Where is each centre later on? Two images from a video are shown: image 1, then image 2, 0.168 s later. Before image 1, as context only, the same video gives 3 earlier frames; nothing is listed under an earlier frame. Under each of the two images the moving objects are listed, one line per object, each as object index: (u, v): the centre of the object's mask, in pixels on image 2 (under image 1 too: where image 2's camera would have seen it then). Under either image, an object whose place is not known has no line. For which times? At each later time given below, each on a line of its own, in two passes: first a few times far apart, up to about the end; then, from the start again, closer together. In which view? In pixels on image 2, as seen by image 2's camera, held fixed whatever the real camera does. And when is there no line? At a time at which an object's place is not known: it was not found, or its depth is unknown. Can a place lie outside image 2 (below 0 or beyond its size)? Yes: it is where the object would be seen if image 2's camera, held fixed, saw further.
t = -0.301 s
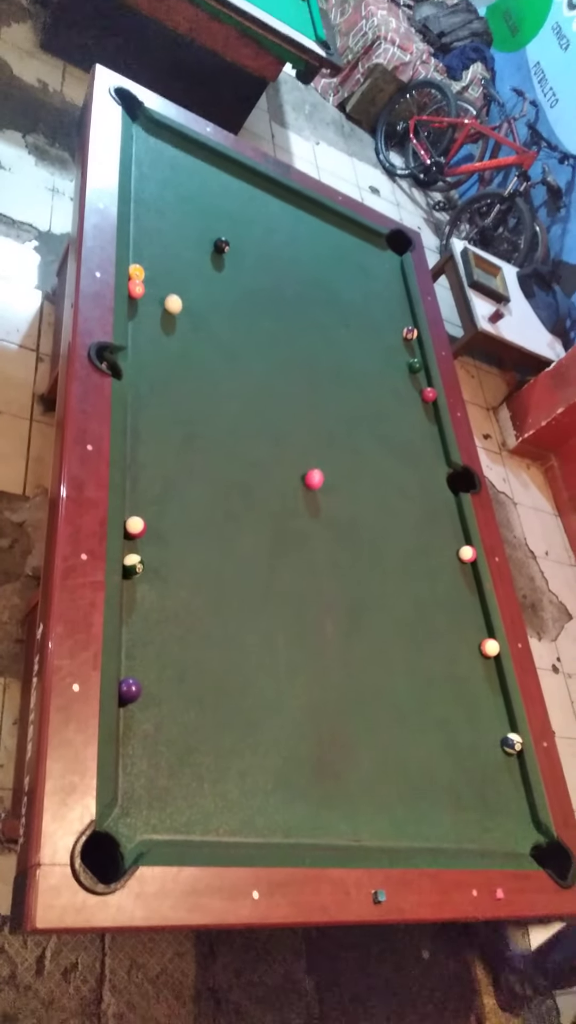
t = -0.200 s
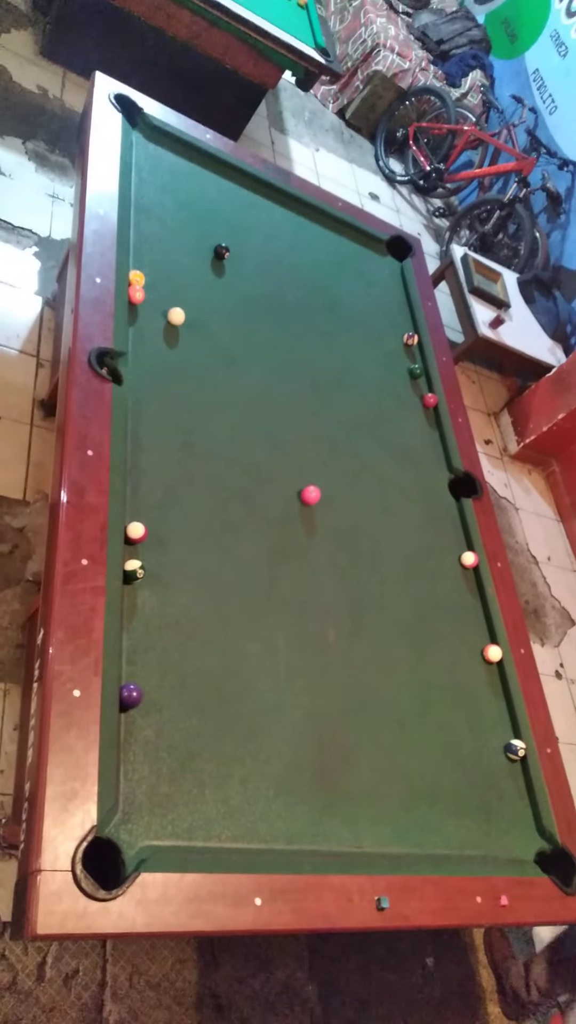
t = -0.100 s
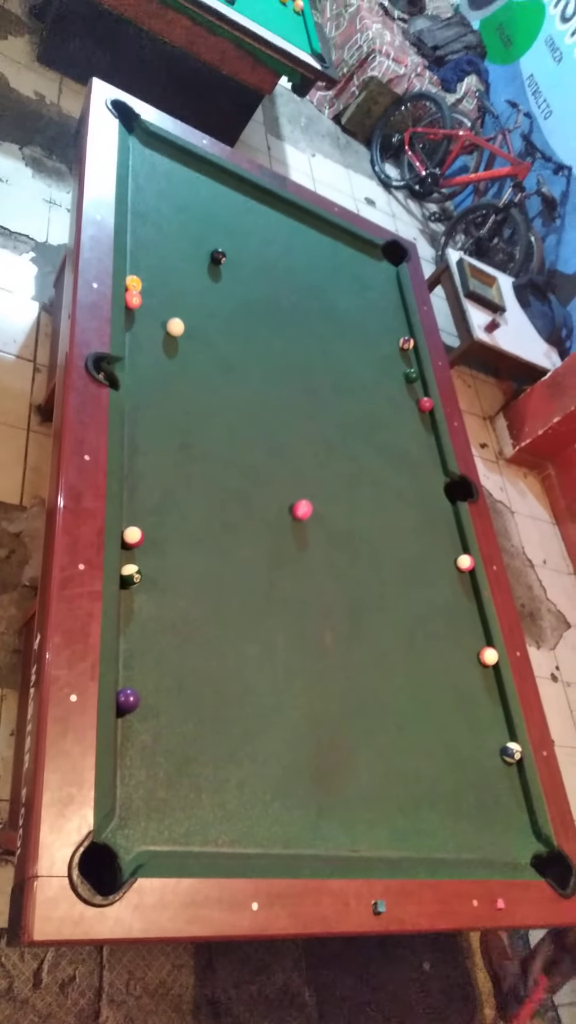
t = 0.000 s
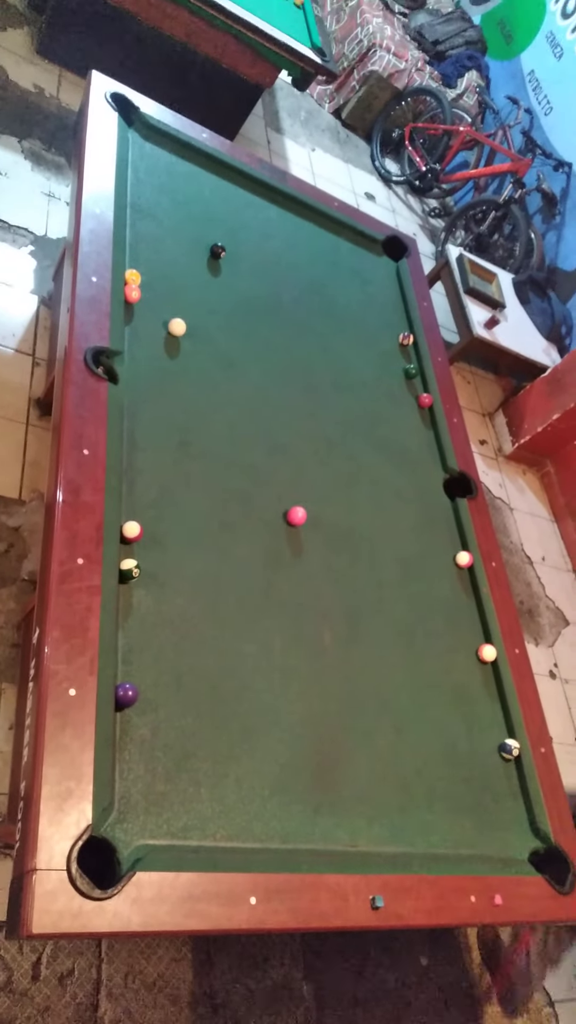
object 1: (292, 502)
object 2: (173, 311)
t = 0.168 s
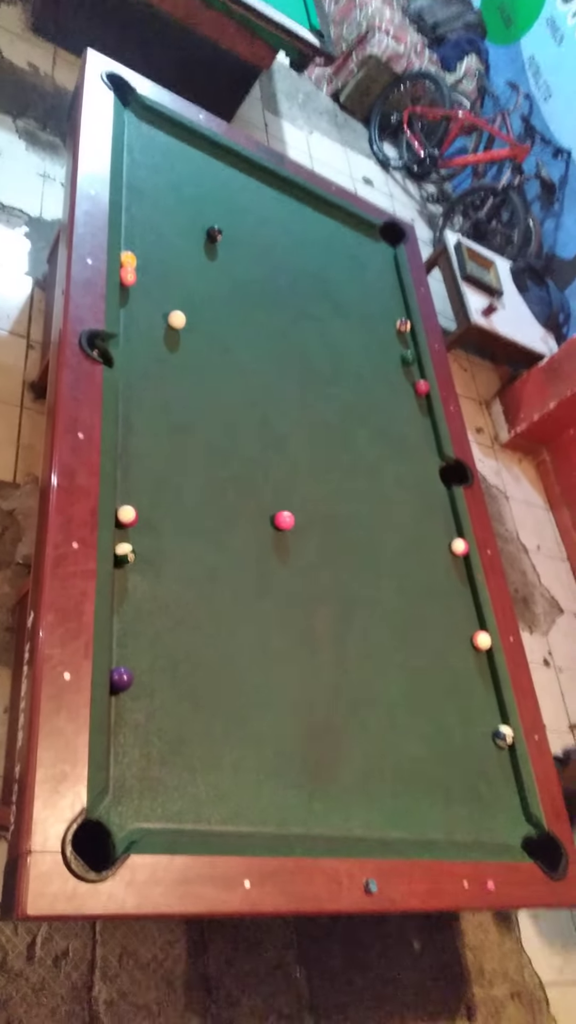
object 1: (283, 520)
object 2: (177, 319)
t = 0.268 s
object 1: (279, 530)
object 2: (179, 324)
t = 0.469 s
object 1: (269, 552)
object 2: (184, 333)
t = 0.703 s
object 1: (257, 577)
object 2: (189, 343)
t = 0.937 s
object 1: (245, 603)
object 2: (193, 350)
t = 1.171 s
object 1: (232, 628)
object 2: (198, 356)
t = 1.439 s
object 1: (218, 657)
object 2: (201, 360)
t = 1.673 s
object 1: (204, 681)
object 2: (204, 362)
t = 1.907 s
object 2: (205, 362)
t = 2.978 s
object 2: (204, 363)
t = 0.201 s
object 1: (282, 523)
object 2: (178, 321)
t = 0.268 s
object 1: (279, 530)
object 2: (179, 324)
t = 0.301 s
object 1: (277, 534)
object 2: (180, 326)
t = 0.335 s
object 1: (276, 537)
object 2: (181, 328)
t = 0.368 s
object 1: (274, 540)
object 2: (182, 329)
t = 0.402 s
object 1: (272, 545)
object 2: (182, 331)
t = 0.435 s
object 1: (270, 549)
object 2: (183, 332)
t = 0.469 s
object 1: (269, 552)
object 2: (184, 333)
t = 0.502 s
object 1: (267, 555)
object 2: (184, 335)
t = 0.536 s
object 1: (266, 558)
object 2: (186, 336)
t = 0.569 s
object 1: (264, 563)
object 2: (186, 338)
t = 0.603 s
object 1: (261, 567)
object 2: (187, 339)
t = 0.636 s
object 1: (260, 571)
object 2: (187, 340)
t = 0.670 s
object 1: (259, 573)
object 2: (188, 341)
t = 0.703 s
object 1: (257, 577)
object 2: (189, 343)
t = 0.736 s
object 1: (255, 581)
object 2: (189, 344)
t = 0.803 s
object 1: (252, 588)
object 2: (191, 346)
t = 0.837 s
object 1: (250, 592)
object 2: (192, 347)
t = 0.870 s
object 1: (248, 595)
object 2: (192, 348)
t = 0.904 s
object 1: (246, 599)
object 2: (193, 349)
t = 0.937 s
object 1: (245, 603)
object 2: (193, 350)
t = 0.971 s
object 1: (243, 606)
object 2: (194, 351)
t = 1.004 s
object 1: (241, 610)
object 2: (195, 352)
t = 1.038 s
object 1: (239, 614)
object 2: (195, 353)
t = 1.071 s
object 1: (238, 617)
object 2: (196, 354)
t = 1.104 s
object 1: (236, 621)
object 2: (196, 355)
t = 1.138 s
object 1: (234, 625)
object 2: (197, 356)
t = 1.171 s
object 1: (232, 628)
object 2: (198, 356)
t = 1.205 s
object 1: (231, 631)
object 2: (198, 357)
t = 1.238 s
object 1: (229, 635)
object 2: (199, 357)
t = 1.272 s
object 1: (227, 639)
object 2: (199, 358)
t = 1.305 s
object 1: (225, 643)
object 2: (199, 359)
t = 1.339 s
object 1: (223, 647)
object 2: (200, 359)
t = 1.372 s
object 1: (221, 650)
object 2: (200, 360)
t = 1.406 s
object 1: (220, 653)
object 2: (201, 360)
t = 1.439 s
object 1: (218, 657)
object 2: (201, 360)
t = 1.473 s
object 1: (215, 661)
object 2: (202, 361)
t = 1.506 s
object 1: (213, 664)
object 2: (202, 361)
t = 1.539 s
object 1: (212, 667)
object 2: (203, 361)
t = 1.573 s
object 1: (209, 671)
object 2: (203, 361)
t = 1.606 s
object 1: (208, 674)
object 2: (204, 362)
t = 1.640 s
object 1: (206, 677)
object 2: (204, 362)
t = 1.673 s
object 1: (204, 681)
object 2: (204, 362)
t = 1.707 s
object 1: (202, 685)
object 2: (204, 362)
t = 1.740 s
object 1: (200, 688)
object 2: (204, 362)
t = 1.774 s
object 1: (198, 691)
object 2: (204, 362)
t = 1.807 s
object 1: (197, 694)
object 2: (204, 362)
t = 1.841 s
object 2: (205, 361)
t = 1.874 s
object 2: (205, 362)
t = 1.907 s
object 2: (205, 362)
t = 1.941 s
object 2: (205, 362)
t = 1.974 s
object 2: (205, 362)
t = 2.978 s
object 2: (204, 363)
